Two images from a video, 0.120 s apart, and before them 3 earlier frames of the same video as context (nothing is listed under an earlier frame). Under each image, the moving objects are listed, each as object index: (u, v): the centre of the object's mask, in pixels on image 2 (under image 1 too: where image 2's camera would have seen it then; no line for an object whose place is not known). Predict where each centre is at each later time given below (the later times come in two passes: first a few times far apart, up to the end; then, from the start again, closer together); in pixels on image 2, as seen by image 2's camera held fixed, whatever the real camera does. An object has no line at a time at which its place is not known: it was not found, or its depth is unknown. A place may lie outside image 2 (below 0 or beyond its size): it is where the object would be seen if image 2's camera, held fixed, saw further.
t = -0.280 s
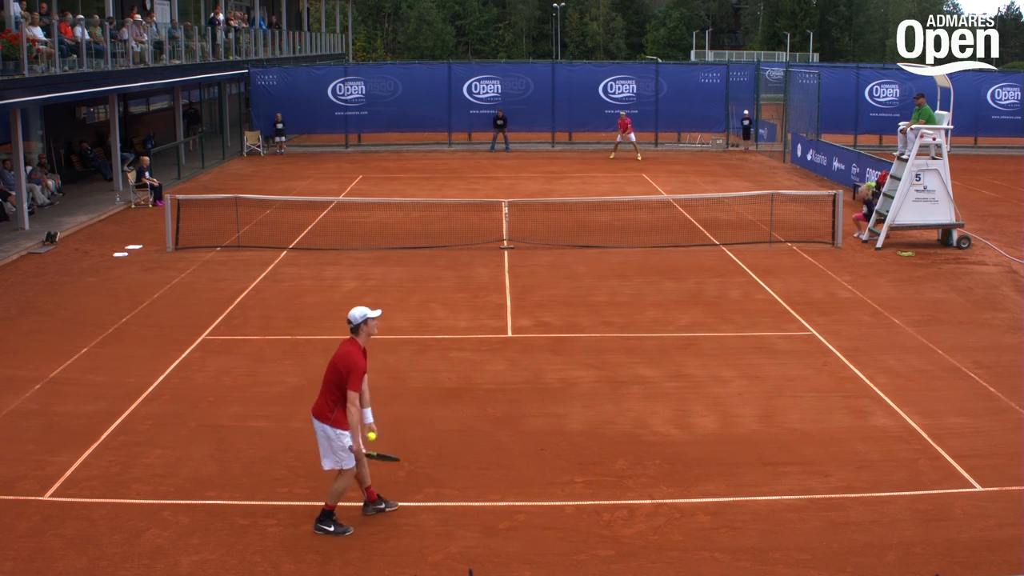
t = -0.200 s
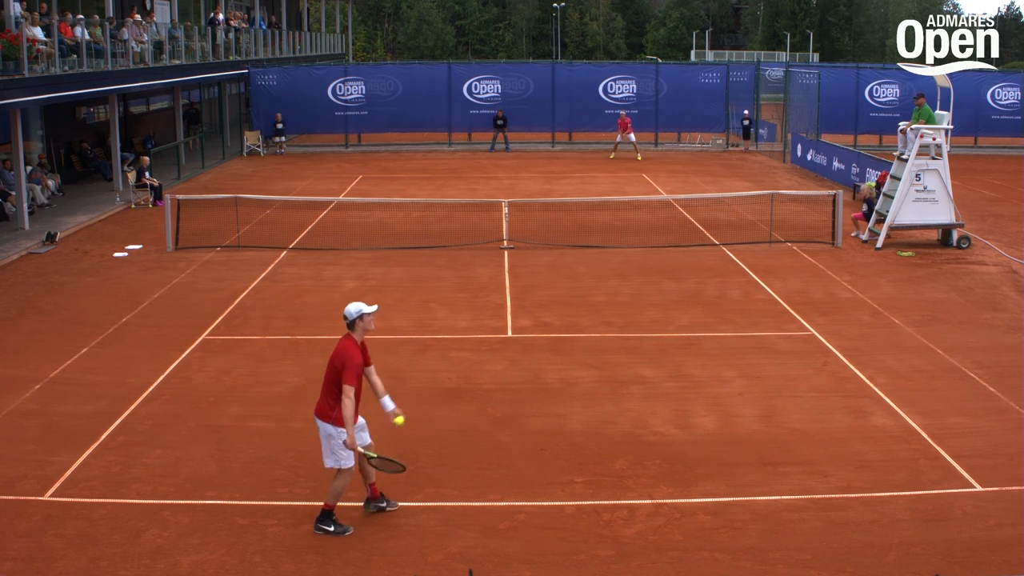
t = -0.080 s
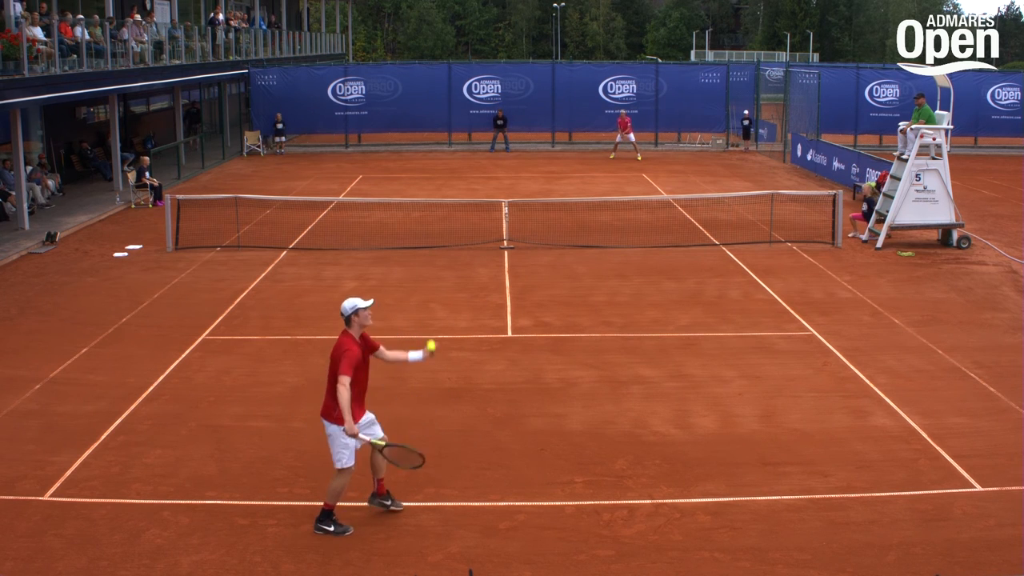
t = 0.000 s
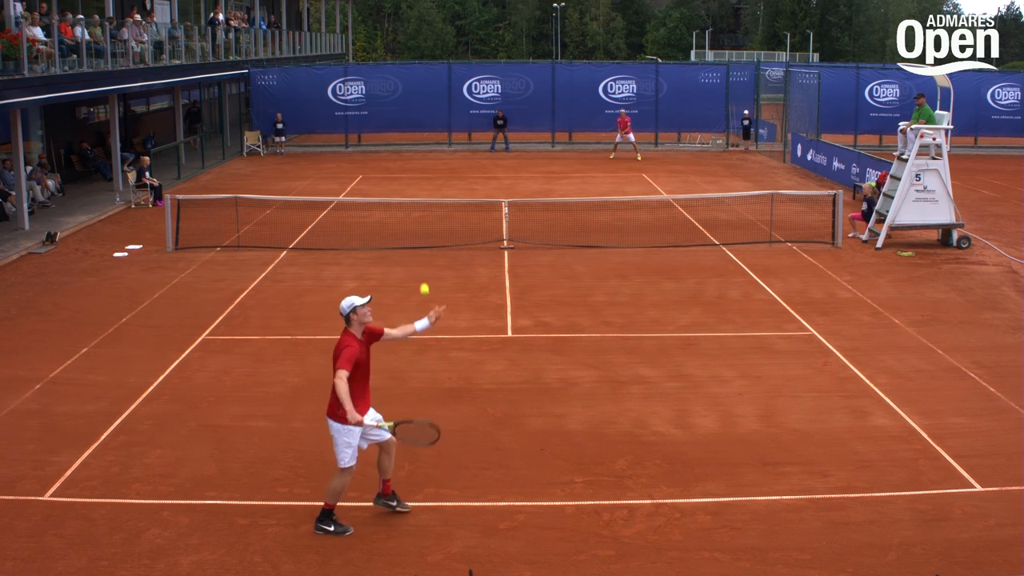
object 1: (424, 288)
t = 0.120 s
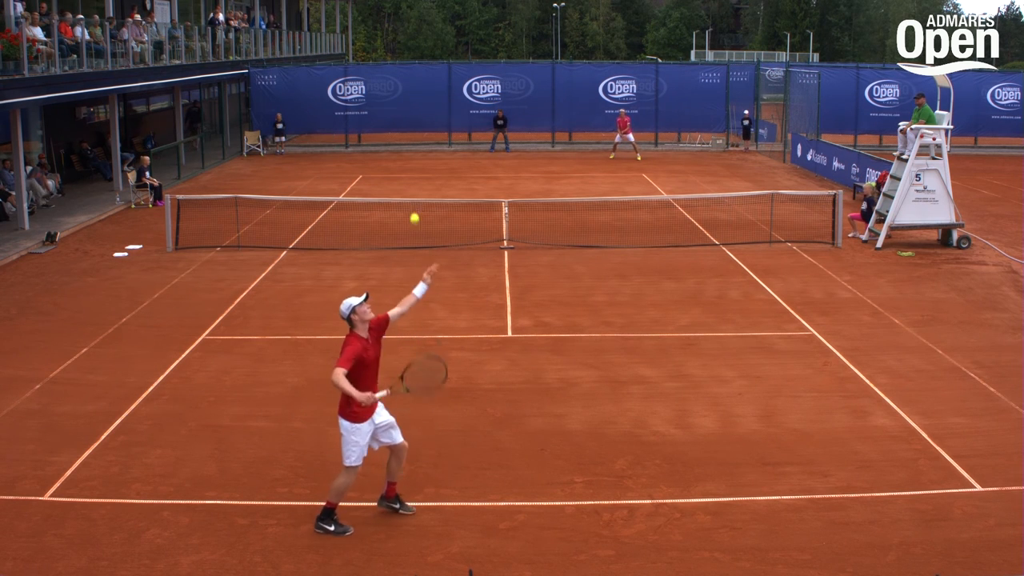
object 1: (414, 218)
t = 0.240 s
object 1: (405, 166)
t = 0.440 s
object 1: (390, 119)
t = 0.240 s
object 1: (405, 166)
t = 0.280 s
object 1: (402, 153)
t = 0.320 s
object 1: (398, 141)
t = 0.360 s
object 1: (395, 132)
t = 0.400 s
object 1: (393, 125)
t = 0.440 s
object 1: (390, 119)
